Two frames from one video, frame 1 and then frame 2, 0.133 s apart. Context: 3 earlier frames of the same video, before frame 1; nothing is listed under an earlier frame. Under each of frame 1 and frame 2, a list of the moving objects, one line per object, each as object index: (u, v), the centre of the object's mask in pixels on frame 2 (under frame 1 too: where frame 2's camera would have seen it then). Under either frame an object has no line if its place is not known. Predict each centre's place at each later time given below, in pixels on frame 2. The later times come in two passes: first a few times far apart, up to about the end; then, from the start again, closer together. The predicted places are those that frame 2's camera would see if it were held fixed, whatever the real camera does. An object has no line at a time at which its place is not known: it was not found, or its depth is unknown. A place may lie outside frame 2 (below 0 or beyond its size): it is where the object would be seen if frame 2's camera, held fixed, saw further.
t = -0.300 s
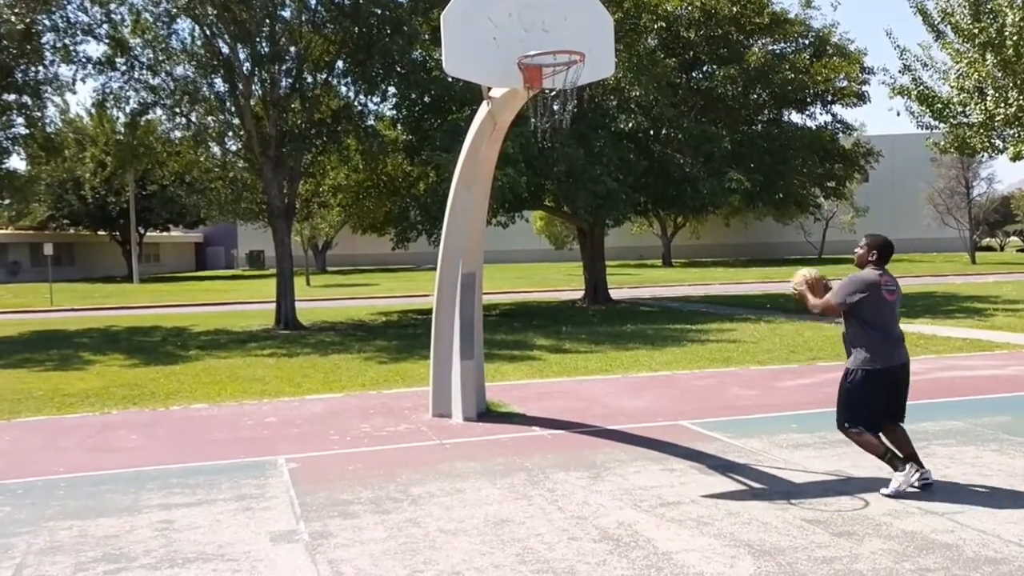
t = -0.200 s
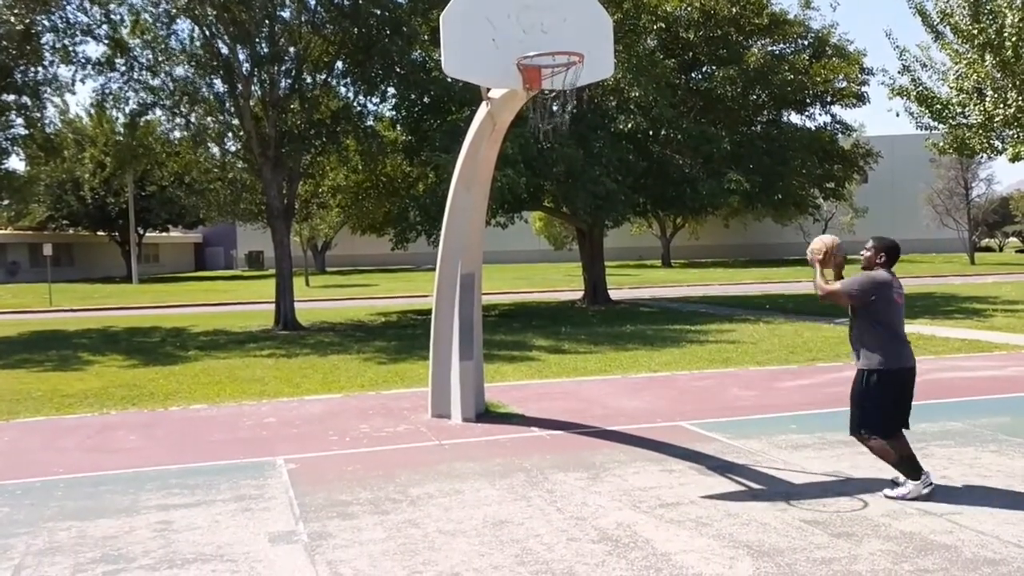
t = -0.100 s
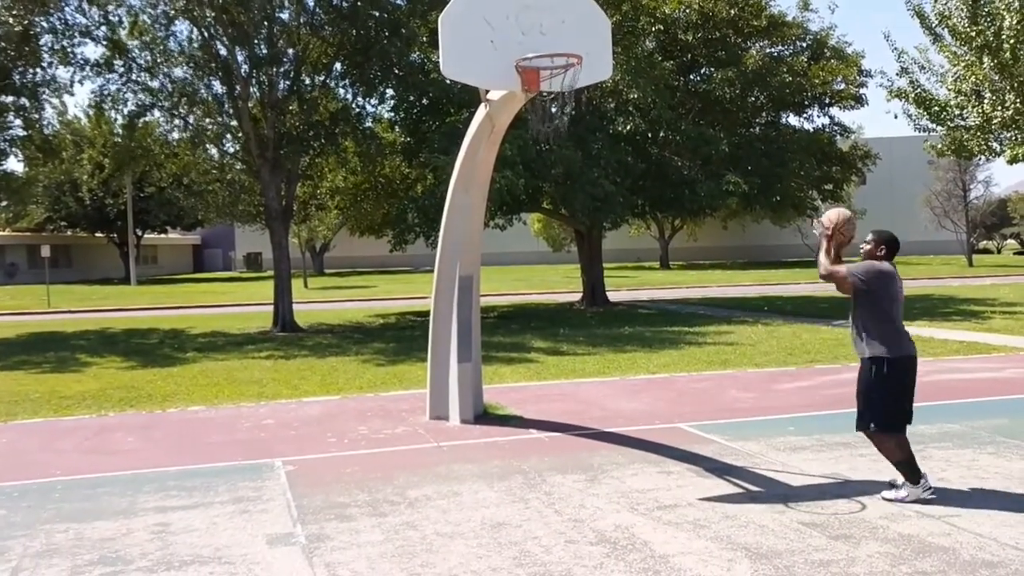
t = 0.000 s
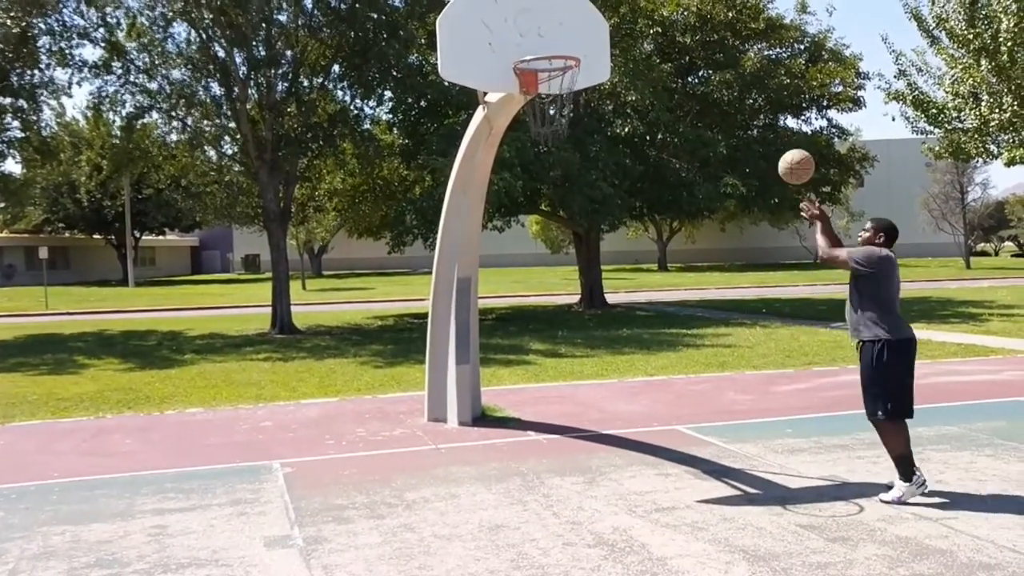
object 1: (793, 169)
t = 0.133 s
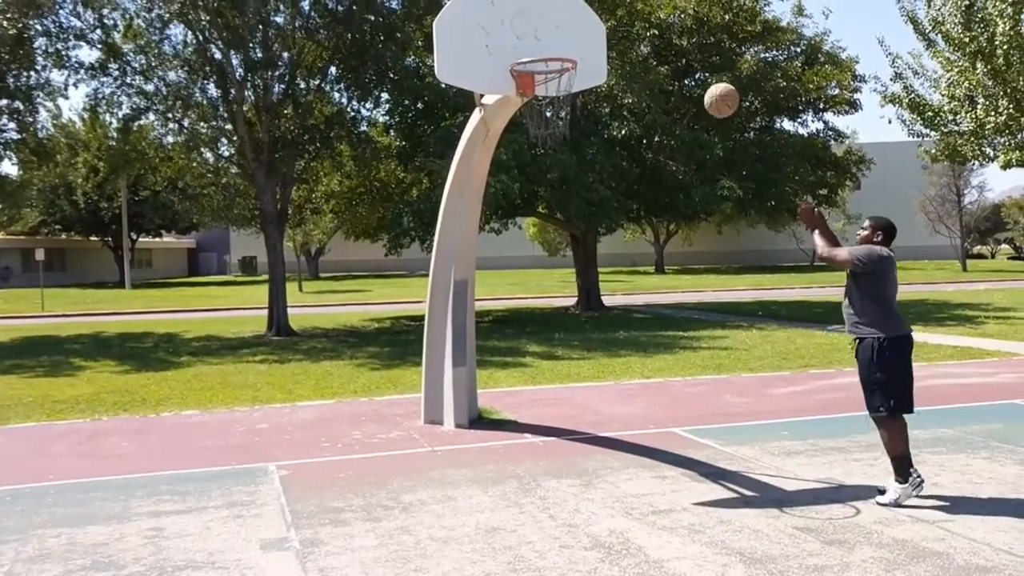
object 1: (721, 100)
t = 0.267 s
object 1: (654, 58)
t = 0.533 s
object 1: (554, 42)
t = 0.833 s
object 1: (553, 105)
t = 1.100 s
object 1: (556, 130)
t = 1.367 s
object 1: (555, 220)
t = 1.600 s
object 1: (555, 371)
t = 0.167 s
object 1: (704, 87)
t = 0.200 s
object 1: (687, 76)
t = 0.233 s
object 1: (670, 66)
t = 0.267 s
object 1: (654, 58)
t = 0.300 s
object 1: (637, 51)
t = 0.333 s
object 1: (621, 46)
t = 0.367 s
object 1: (605, 42)
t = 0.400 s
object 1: (589, 40)
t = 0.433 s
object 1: (574, 39)
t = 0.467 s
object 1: (560, 41)
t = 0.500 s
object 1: (557, 40)
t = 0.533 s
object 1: (554, 42)
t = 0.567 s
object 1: (549, 44)
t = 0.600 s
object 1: (546, 47)
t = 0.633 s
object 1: (542, 56)
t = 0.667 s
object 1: (539, 64)
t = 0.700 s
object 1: (542, 73)
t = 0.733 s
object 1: (546, 83)
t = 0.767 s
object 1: (550, 92)
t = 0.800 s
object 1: (552, 100)
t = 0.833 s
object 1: (553, 105)
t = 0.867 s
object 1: (554, 108)
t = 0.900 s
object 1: (556, 112)
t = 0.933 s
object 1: (555, 114)
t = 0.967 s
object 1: (555, 116)
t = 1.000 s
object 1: (556, 118)
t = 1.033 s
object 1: (556, 121)
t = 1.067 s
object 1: (556, 125)
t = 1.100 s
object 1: (556, 130)
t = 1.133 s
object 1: (555, 136)
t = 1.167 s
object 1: (555, 143)
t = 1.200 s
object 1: (555, 153)
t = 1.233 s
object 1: (555, 163)
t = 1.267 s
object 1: (555, 175)
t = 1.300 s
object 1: (555, 189)
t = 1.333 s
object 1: (555, 203)
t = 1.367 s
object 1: (555, 220)
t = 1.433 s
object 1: (554, 256)
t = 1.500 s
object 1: (555, 299)
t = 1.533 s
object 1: (555, 322)
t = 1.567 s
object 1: (555, 345)
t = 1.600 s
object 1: (555, 371)
